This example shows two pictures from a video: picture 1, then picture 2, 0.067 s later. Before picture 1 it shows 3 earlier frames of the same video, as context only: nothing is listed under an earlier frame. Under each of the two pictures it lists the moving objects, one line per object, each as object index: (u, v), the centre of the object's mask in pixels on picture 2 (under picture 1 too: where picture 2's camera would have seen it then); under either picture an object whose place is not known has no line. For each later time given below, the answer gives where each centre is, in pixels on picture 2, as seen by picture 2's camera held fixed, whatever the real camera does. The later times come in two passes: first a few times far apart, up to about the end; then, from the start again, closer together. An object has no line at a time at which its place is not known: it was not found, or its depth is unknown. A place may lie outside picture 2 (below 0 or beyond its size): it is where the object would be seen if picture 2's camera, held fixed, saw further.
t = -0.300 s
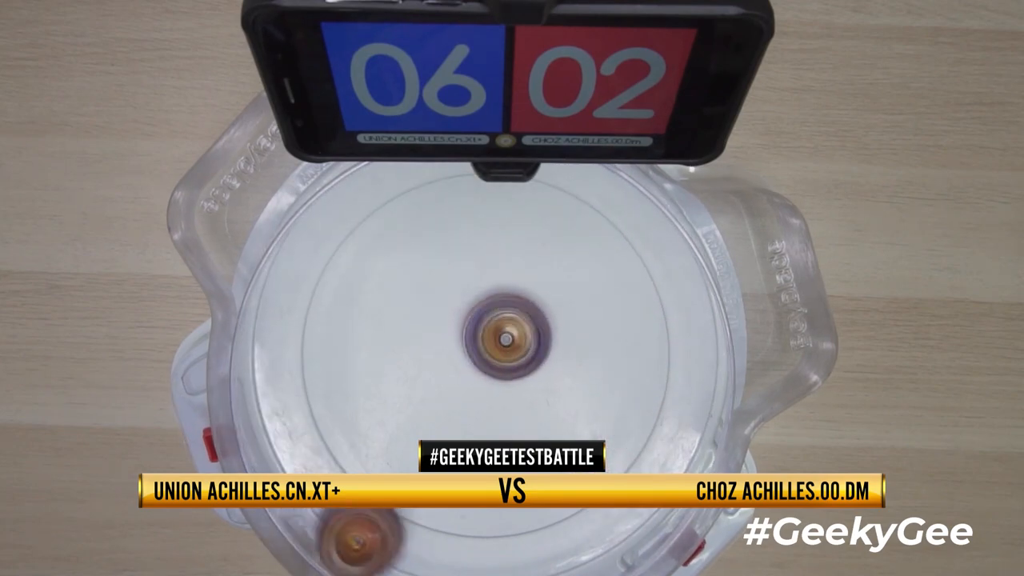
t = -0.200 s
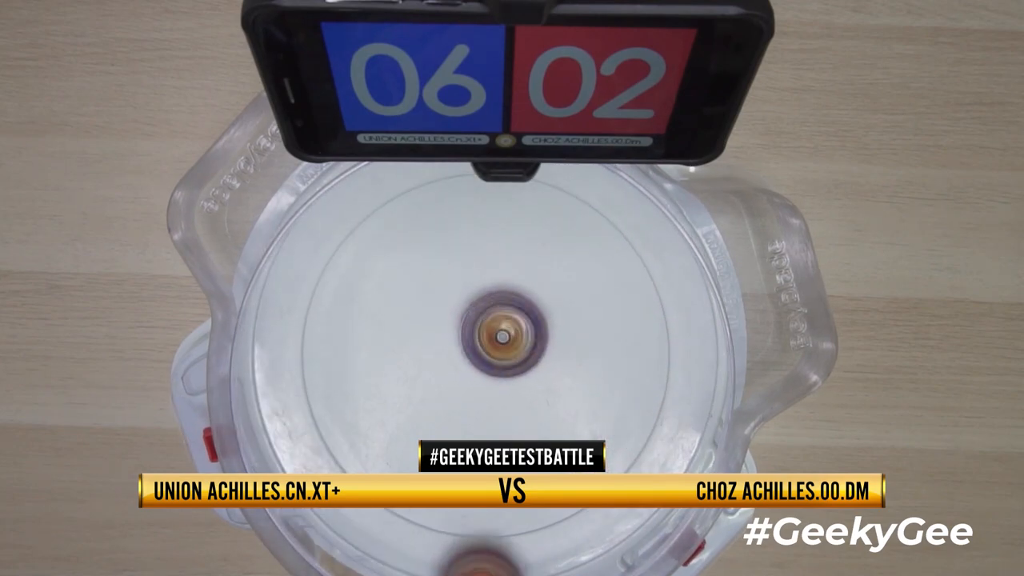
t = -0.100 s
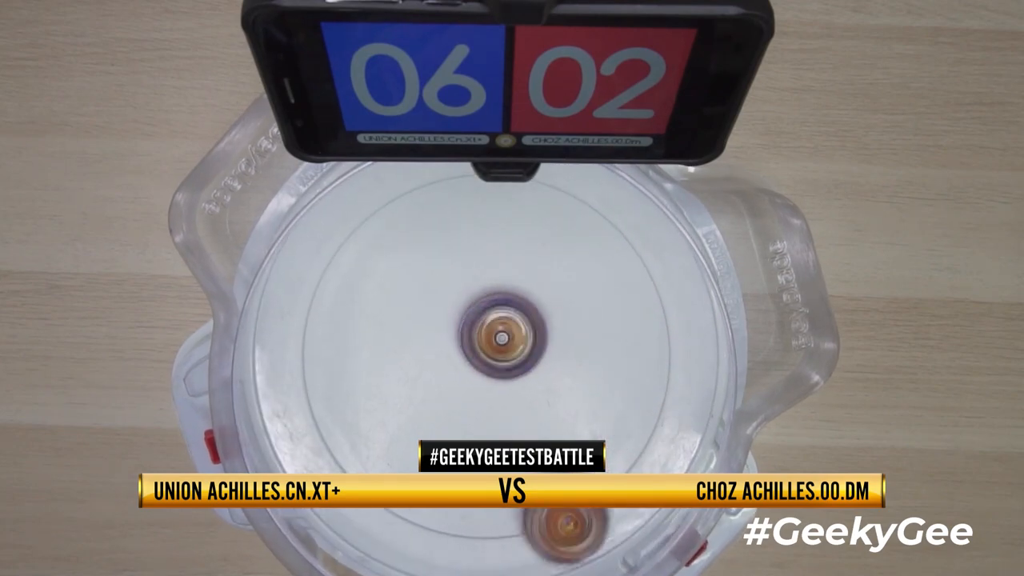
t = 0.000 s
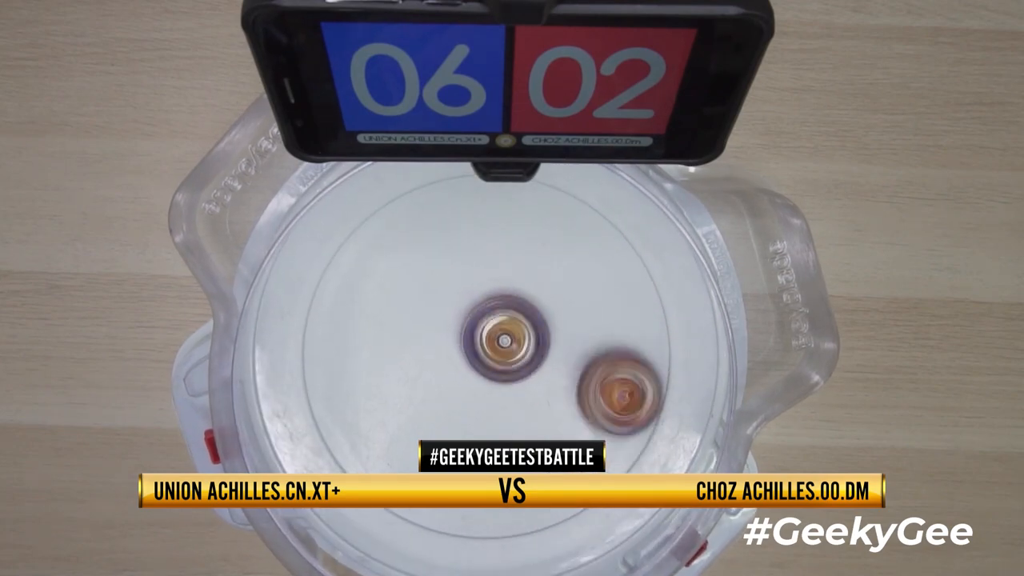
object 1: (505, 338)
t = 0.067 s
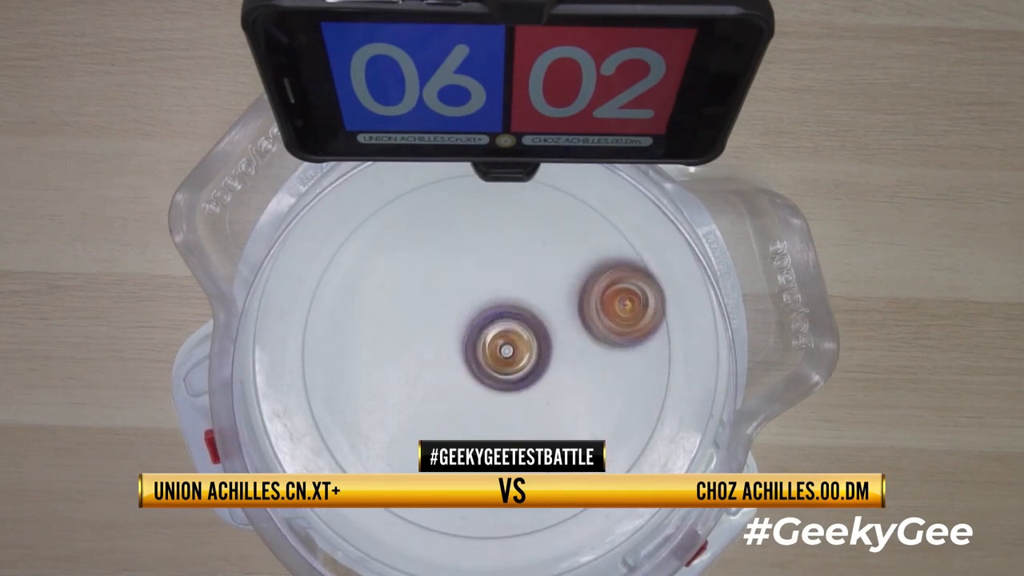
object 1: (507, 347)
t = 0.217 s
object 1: (508, 371)
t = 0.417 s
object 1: (508, 383)
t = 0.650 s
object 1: (501, 372)
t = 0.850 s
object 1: (502, 381)
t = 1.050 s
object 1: (495, 385)
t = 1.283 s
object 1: (483, 380)
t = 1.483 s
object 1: (484, 397)
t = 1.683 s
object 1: (493, 393)
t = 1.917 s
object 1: (508, 362)
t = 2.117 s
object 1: (502, 358)
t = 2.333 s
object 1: (460, 365)
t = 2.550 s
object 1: (441, 359)
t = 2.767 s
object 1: (475, 360)
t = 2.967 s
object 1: (492, 373)
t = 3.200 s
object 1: (483, 381)
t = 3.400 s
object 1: (471, 375)
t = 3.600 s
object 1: (468, 362)
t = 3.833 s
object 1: (474, 351)
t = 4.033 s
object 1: (482, 350)
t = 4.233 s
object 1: (488, 356)
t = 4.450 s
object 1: (490, 361)
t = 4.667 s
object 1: (489, 363)
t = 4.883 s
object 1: (486, 365)
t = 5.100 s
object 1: (483, 365)
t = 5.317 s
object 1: (481, 362)
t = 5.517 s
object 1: (479, 359)
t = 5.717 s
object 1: (480, 358)
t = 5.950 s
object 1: (483, 358)
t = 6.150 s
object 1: (487, 359)
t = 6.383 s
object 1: (490, 358)
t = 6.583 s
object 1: (491, 361)
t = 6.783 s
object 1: (489, 365)
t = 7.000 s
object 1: (485, 367)
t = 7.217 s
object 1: (483, 367)
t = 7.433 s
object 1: (482, 364)
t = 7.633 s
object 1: (481, 360)
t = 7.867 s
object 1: (483, 359)
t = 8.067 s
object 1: (486, 358)
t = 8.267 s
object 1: (488, 359)
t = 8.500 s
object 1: (490, 361)
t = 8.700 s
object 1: (490, 361)
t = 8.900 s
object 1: (489, 364)
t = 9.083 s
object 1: (486, 366)
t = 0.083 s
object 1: (507, 350)
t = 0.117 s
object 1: (507, 356)
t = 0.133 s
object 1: (507, 359)
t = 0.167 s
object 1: (508, 363)
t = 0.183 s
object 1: (507, 365)
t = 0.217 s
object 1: (508, 371)
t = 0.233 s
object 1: (509, 373)
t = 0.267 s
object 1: (509, 377)
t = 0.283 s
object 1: (509, 379)
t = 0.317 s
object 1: (510, 381)
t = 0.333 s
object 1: (510, 381)
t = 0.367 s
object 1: (509, 383)
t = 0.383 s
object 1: (510, 383)
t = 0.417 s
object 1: (508, 383)
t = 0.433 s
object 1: (508, 383)
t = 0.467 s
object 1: (508, 381)
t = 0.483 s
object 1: (507, 380)
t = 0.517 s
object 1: (506, 379)
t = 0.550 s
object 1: (505, 376)
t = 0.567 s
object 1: (503, 375)
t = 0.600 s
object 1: (503, 374)
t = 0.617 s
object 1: (501, 373)
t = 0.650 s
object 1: (501, 372)
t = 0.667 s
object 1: (500, 372)
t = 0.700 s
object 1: (500, 372)
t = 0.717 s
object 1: (501, 371)
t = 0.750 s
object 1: (500, 372)
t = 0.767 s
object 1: (501, 374)
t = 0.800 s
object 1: (501, 376)
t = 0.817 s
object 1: (501, 378)
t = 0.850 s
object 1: (502, 381)
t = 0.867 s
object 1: (501, 381)
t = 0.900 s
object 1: (500, 383)
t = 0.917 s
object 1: (500, 383)
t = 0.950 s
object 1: (498, 384)
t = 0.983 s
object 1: (497, 385)
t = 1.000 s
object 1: (497, 385)
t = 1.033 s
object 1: (495, 385)
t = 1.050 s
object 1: (495, 385)
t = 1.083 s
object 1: (493, 384)
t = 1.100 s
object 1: (492, 384)
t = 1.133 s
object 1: (491, 383)
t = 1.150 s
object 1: (489, 382)
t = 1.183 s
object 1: (489, 383)
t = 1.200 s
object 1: (488, 381)
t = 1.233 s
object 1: (486, 381)
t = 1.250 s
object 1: (485, 381)
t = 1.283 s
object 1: (483, 380)
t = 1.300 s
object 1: (482, 381)
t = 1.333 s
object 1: (479, 380)
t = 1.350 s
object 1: (478, 381)
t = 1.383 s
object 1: (478, 381)
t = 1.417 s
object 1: (476, 383)
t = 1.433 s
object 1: (479, 387)
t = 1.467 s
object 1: (482, 394)
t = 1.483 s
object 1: (484, 397)
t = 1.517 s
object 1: (486, 399)
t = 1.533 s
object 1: (487, 400)
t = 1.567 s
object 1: (489, 401)
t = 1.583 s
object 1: (490, 401)
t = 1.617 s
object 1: (491, 400)
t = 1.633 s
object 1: (491, 398)
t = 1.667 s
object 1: (492, 396)
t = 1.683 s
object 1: (493, 393)
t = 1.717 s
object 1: (494, 388)
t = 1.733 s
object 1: (497, 385)
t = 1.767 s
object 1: (499, 380)
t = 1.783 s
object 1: (502, 377)
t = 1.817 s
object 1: (504, 372)
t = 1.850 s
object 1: (507, 369)
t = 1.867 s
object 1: (506, 367)
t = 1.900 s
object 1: (508, 364)
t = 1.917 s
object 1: (508, 362)
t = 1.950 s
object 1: (507, 361)
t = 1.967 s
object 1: (507, 359)
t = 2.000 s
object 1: (506, 359)
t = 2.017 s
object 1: (506, 358)
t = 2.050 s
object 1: (504, 357)
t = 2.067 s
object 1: (504, 357)
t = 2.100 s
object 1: (503, 357)
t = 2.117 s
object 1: (502, 358)
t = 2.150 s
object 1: (500, 358)
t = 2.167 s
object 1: (499, 360)
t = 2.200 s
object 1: (499, 361)
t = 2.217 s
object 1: (498, 362)
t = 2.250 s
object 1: (497, 363)
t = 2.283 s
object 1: (482, 365)
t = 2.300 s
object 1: (475, 364)
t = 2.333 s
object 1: (460, 365)
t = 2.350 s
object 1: (455, 364)
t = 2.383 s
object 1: (446, 364)
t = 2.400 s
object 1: (443, 363)
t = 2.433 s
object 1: (438, 363)
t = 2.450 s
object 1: (437, 362)
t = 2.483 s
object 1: (436, 361)
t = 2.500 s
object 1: (437, 360)
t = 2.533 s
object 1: (439, 359)
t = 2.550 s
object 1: (441, 359)
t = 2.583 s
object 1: (445, 358)
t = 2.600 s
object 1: (448, 358)
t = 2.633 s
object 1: (452, 357)
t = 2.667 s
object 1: (458, 357)
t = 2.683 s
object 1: (461, 357)
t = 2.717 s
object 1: (467, 358)
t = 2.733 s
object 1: (469, 358)
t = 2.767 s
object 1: (475, 360)
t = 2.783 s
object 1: (476, 361)
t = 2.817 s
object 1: (481, 362)
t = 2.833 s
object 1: (482, 364)
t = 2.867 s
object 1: (486, 365)
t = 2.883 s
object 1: (487, 367)
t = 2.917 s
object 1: (490, 369)
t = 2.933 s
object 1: (490, 370)
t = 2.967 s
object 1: (492, 373)
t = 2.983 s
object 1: (491, 374)
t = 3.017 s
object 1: (491, 376)
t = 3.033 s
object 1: (491, 376)
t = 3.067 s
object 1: (490, 378)
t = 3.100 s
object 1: (489, 380)
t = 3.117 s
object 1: (487, 379)
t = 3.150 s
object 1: (486, 381)
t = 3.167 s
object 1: (484, 380)
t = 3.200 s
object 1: (483, 381)
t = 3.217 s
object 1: (481, 381)
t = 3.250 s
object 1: (479, 382)
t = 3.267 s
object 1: (477, 382)
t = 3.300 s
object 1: (476, 381)
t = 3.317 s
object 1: (474, 379)
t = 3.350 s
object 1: (473, 378)
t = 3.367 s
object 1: (471, 377)
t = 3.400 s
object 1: (471, 375)
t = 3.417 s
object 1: (469, 374)
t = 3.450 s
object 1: (469, 371)
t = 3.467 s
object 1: (468, 371)
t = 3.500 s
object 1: (468, 368)
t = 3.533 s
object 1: (468, 366)
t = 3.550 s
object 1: (468, 365)
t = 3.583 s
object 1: (468, 363)
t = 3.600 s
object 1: (468, 362)
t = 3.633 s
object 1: (469, 359)
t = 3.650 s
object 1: (469, 359)
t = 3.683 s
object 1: (471, 357)
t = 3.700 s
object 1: (471, 356)
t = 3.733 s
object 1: (472, 354)
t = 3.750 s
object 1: (473, 354)
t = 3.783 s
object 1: (473, 352)
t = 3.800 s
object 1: (474, 352)
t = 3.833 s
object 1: (474, 351)
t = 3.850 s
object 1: (476, 351)
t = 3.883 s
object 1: (477, 351)
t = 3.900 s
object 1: (478, 350)
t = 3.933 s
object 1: (479, 351)
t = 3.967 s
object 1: (479, 350)
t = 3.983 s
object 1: (481, 350)
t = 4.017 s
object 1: (481, 350)
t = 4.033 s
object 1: (482, 350)
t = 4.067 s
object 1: (483, 351)
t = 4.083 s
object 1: (484, 351)
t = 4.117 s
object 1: (485, 351)
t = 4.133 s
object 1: (485, 351)
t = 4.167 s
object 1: (487, 353)
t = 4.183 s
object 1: (487, 353)
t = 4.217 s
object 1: (488, 354)
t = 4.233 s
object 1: (488, 356)
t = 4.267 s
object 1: (489, 356)
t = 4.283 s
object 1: (490, 357)
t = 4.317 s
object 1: (489, 358)
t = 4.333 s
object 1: (491, 358)
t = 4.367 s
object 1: (490, 359)
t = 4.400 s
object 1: (490, 359)
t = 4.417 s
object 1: (491, 360)
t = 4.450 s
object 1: (490, 361)
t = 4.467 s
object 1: (491, 361)
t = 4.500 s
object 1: (491, 362)
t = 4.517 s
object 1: (491, 361)
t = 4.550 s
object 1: (491, 362)
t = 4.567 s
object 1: (490, 361)
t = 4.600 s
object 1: (490, 362)
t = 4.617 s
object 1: (489, 362)
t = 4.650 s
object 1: (489, 362)
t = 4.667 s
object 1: (489, 363)
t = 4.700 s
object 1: (488, 363)
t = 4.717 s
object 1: (489, 363)
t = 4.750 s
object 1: (488, 364)
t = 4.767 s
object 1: (488, 364)
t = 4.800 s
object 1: (487, 365)
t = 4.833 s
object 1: (486, 365)
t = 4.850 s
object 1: (487, 365)
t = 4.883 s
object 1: (486, 365)
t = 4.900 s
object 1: (485, 365)
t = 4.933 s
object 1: (485, 366)
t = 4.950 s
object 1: (484, 365)
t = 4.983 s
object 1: (484, 365)
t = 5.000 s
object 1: (484, 367)
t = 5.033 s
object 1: (483, 366)
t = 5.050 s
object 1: (484, 366)
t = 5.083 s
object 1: (483, 367)
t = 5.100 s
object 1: (483, 365)
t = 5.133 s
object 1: (483, 365)
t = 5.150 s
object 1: (482, 364)
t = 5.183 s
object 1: (482, 364)
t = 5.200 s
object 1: (482, 365)
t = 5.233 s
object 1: (481, 363)
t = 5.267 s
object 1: (481, 363)
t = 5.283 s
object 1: (481, 363)
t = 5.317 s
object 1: (481, 362)
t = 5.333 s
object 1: (481, 362)
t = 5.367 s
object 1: (480, 362)
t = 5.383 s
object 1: (481, 361)
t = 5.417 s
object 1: (481, 361)
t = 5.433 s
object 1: (480, 360)
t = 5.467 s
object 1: (480, 360)
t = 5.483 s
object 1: (479, 361)
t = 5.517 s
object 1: (479, 359)
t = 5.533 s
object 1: (480, 360)
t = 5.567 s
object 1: (479, 360)
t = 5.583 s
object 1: (480, 359)
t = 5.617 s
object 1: (480, 359)
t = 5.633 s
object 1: (479, 358)
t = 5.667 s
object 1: (480, 358)
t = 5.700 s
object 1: (480, 358)
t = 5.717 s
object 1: (480, 358)
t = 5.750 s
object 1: (480, 358)
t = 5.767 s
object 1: (481, 359)
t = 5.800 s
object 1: (480, 358)
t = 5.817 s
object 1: (481, 358)
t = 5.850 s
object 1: (482, 358)
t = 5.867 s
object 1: (482, 357)
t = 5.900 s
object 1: (483, 357)
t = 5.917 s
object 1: (483, 358)
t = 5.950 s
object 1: (483, 358)
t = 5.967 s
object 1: (485, 358)
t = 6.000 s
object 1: (485, 358)
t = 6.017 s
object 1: (485, 357)
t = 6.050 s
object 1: (485, 358)
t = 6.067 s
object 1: (485, 358)
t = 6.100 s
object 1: (486, 358)
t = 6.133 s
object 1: (487, 358)
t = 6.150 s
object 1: (487, 359)
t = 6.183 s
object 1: (487, 359)
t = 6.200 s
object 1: (488, 358)
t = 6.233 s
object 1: (489, 358)
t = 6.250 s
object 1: (489, 358)
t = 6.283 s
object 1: (489, 357)
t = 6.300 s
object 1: (489, 358)
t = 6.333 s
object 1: (489, 358)
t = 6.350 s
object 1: (490, 358)
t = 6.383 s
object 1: (490, 358)
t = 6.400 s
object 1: (490, 358)
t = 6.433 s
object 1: (490, 358)
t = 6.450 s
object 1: (490, 360)
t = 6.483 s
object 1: (490, 360)
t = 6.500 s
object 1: (491, 360)
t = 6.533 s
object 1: (491, 360)
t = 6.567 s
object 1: (491, 361)
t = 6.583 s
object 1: (491, 361)
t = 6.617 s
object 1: (491, 361)
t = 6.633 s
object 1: (490, 362)
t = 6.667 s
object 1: (490, 362)
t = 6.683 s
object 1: (491, 362)
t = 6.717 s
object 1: (490, 363)
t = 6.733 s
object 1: (489, 363)
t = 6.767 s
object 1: (489, 363)
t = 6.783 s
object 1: (489, 365)
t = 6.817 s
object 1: (488, 365)
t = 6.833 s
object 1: (488, 364)
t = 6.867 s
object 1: (488, 365)
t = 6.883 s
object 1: (487, 365)
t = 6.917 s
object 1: (487, 365)
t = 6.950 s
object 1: (486, 365)
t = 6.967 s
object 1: (486, 367)
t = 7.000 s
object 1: (485, 367)
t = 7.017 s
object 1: (485, 366)
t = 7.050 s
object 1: (485, 366)
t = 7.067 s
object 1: (484, 366)
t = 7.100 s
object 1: (484, 366)
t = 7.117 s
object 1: (484, 366)
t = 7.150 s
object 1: (484, 367)
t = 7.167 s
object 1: (483, 366)
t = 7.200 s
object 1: (483, 366)
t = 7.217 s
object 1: (483, 367)
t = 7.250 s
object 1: (483, 366)
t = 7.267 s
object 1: (483, 365)
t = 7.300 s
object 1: (483, 365)
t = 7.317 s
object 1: (482, 365)
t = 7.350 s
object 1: (482, 364)
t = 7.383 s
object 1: (482, 364)
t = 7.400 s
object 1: (483, 364)
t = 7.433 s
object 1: (482, 364)
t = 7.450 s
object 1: (482, 363)
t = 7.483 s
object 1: (482, 363)
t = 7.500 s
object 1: (482, 363)
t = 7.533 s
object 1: (481, 362)
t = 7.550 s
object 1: (482, 361)
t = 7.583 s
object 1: (482, 361)
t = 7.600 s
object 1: (481, 361)
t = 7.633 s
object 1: (481, 360)
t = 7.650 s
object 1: (482, 360)
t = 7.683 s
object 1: (482, 360)
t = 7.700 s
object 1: (481, 359)
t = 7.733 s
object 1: (482, 359)
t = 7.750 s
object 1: (482, 360)
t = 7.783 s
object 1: (483, 360)
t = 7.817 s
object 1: (483, 360)
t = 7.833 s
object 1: (483, 359)
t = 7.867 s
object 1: (483, 359)
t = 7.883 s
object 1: (483, 359)
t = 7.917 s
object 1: (483, 359)
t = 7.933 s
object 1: (484, 358)
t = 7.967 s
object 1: (484, 358)
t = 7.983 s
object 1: (484, 358)
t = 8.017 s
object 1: (484, 358)
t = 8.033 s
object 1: (485, 358)
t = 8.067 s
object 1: (486, 358)
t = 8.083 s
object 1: (485, 358)
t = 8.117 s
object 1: (486, 358)
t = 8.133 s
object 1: (487, 358)
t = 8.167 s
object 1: (487, 358)
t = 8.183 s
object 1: (486, 358)
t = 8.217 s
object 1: (487, 358)
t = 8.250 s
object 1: (487, 358)
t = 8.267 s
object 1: (488, 359)
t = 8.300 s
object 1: (488, 359)
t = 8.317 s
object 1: (488, 359)
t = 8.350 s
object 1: (488, 359)
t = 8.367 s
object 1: (489, 360)
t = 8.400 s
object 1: (489, 361)
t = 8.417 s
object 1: (489, 360)
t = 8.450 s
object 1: (489, 360)
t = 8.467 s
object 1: (490, 361)
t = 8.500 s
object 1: (490, 361)
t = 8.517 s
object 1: (489, 361)
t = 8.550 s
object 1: (489, 361)
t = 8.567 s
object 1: (490, 361)
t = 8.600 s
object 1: (490, 361)
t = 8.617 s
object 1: (489, 361)
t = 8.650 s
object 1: (489, 361)
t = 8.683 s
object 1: (489, 361)
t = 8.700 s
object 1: (490, 361)
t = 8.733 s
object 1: (490, 362)
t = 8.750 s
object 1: (489, 362)
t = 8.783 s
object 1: (489, 362)
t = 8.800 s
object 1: (490, 363)
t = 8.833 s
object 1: (490, 363)
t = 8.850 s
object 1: (489, 363)
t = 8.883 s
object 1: (488, 363)
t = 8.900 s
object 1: (489, 364)
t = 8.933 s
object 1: (488, 364)
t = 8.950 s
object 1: (488, 365)
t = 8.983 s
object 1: (487, 365)
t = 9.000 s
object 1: (487, 364)
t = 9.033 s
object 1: (486, 365)
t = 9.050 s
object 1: (486, 366)
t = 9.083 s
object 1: (486, 366)
